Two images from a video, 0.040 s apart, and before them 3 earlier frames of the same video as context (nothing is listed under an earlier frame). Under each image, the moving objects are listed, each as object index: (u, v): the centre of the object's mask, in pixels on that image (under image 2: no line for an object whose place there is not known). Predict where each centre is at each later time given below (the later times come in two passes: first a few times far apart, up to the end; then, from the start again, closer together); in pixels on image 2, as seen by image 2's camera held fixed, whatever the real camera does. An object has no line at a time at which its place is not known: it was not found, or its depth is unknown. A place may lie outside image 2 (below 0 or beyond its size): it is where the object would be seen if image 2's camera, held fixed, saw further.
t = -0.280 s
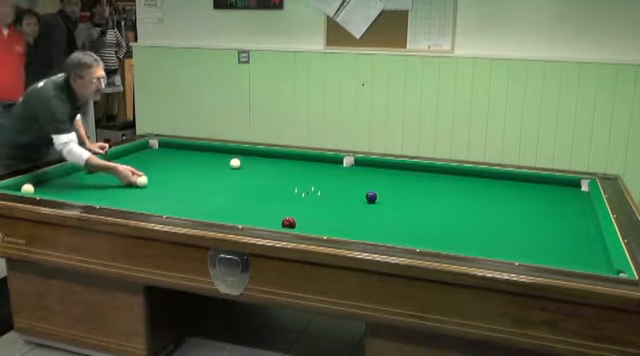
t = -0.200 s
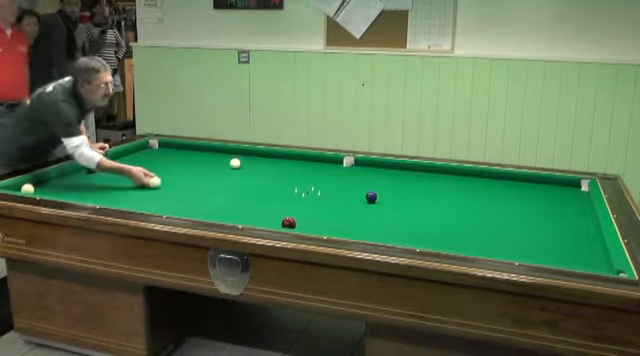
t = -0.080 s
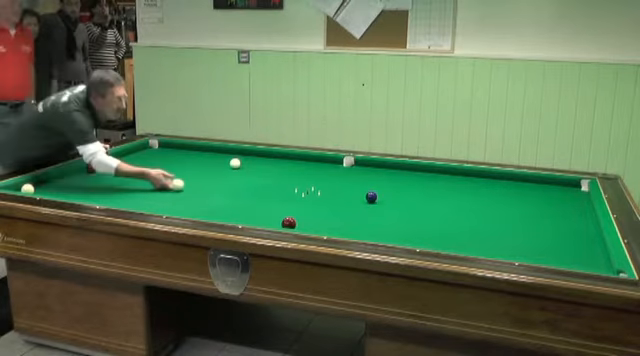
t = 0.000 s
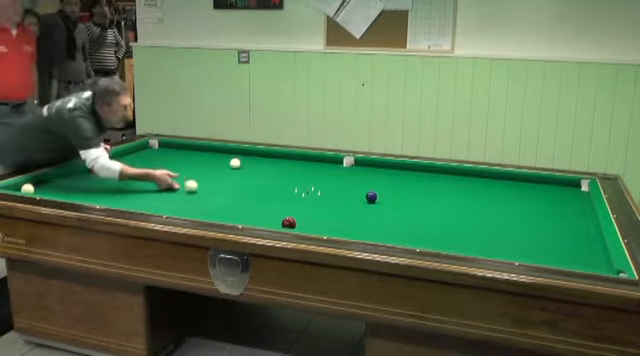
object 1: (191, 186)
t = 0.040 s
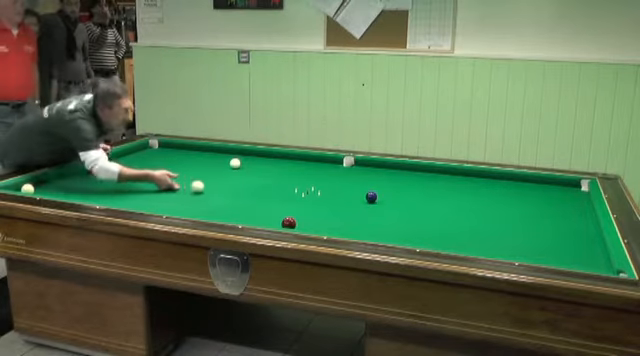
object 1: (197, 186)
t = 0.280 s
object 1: (234, 190)
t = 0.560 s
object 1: (280, 195)
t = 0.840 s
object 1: (326, 200)
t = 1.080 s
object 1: (367, 204)
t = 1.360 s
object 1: (416, 209)
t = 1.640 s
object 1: (465, 214)
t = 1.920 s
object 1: (514, 219)
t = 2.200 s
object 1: (562, 225)
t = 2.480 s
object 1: (582, 227)
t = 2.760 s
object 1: (554, 223)
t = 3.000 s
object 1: (531, 220)
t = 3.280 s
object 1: (505, 217)
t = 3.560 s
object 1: (481, 214)
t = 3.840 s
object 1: (457, 211)
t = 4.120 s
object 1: (435, 209)
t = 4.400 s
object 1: (413, 206)
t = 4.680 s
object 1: (392, 204)
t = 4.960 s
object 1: (372, 202)
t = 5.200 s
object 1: (356, 201)
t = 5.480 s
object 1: (338, 198)
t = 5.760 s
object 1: (321, 197)
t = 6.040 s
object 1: (305, 195)
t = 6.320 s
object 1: (291, 193)
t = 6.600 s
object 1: (276, 191)
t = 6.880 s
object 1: (263, 190)
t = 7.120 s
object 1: (253, 189)
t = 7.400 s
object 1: (242, 187)
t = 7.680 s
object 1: (231, 186)
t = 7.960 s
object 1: (221, 185)
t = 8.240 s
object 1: (212, 184)
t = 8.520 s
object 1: (203, 182)
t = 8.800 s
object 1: (196, 182)
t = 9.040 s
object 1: (190, 181)
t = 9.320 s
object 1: (183, 180)
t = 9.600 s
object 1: (177, 180)
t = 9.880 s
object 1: (171, 179)
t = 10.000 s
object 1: (169, 179)
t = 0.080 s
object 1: (203, 187)
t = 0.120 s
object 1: (209, 188)
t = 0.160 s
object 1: (216, 188)
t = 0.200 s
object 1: (221, 189)
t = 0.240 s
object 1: (228, 190)
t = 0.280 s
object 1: (234, 190)
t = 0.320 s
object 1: (240, 191)
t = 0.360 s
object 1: (247, 192)
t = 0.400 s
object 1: (253, 192)
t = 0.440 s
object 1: (260, 193)
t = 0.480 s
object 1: (266, 194)
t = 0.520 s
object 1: (273, 194)
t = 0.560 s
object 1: (280, 195)
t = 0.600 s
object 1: (286, 196)
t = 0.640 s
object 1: (293, 196)
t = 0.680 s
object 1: (299, 197)
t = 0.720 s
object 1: (306, 198)
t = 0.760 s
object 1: (313, 198)
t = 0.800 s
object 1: (319, 199)
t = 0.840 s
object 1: (326, 200)
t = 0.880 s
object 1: (333, 200)
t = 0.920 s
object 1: (340, 201)
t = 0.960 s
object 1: (347, 201)
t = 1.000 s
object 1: (353, 202)
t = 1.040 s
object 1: (360, 203)
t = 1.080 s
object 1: (367, 204)
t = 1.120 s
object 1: (374, 205)
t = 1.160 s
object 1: (381, 206)
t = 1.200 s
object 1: (388, 206)
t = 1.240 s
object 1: (395, 207)
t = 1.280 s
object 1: (402, 208)
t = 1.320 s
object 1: (409, 208)
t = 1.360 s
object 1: (416, 209)
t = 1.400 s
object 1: (423, 210)
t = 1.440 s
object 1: (430, 210)
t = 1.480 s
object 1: (437, 211)
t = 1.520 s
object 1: (444, 212)
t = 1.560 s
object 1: (451, 212)
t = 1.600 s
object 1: (457, 213)
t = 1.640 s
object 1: (465, 214)
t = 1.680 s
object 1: (472, 215)
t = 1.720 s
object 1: (478, 216)
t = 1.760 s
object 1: (486, 216)
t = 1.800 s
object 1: (493, 217)
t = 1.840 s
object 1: (500, 218)
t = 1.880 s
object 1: (506, 218)
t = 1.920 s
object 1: (514, 219)
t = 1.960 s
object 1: (521, 220)
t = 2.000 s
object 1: (527, 220)
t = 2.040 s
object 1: (534, 221)
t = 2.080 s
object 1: (541, 222)
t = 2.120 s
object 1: (548, 223)
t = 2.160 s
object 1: (555, 224)
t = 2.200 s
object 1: (562, 225)
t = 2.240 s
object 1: (569, 225)
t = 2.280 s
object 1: (576, 226)
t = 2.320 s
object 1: (583, 227)
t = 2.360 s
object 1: (589, 228)
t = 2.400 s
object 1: (592, 228)
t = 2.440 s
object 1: (587, 227)
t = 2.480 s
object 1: (582, 227)
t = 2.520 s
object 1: (578, 226)
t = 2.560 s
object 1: (574, 225)
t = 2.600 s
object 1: (570, 225)
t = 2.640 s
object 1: (566, 225)
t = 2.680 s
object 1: (562, 224)
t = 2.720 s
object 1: (558, 224)
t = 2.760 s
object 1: (554, 223)
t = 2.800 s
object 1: (550, 223)
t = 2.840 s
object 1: (546, 222)
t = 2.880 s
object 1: (542, 221)
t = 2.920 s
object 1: (538, 221)
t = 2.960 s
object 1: (535, 220)
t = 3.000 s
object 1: (531, 220)
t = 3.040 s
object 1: (527, 219)
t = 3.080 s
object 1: (524, 219)
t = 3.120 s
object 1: (520, 219)
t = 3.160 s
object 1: (517, 218)
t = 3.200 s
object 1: (513, 218)
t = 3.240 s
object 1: (509, 217)
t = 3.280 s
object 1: (505, 217)
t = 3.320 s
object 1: (502, 216)
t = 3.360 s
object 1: (498, 215)
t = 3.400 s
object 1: (495, 215)
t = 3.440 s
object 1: (491, 215)
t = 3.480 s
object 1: (488, 214)
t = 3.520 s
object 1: (484, 214)
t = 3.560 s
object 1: (481, 214)
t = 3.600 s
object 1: (477, 213)
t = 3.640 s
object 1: (474, 213)
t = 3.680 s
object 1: (471, 212)
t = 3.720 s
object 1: (467, 212)
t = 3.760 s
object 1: (464, 212)
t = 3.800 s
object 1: (461, 211)
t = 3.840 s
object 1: (457, 211)
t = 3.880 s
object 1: (454, 211)
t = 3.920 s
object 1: (451, 210)
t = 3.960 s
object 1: (447, 210)
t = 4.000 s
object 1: (444, 210)
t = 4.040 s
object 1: (441, 209)
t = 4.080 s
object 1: (438, 209)
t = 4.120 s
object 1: (435, 209)
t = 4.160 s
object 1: (432, 208)
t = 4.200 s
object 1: (428, 208)
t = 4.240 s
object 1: (426, 208)
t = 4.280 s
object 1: (423, 207)
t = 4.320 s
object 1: (419, 207)
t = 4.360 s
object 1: (416, 207)
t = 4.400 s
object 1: (413, 206)
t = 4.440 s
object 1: (410, 206)
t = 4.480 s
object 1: (407, 206)
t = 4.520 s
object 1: (404, 205)
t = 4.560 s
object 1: (401, 205)
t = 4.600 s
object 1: (398, 205)
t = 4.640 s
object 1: (395, 204)
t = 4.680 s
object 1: (392, 204)
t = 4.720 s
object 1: (389, 204)
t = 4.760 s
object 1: (386, 204)
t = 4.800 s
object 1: (384, 203)
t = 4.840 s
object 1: (381, 203)
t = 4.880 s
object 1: (378, 203)
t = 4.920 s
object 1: (375, 202)
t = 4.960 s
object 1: (372, 202)
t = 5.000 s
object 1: (370, 202)
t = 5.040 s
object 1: (367, 201)
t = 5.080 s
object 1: (364, 201)
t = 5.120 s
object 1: (361, 201)
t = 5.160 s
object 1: (359, 200)
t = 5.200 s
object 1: (356, 201)
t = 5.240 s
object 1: (354, 200)
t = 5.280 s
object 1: (351, 200)
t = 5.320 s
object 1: (348, 200)
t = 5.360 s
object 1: (346, 199)
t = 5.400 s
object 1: (343, 199)
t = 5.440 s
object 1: (341, 199)
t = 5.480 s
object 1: (338, 198)
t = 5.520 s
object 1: (336, 198)
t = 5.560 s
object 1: (333, 198)
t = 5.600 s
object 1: (331, 198)
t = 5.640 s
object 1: (329, 197)
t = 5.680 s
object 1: (326, 197)
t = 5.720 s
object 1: (323, 196)
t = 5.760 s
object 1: (321, 197)
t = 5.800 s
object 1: (319, 196)
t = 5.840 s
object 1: (317, 196)
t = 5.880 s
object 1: (314, 195)
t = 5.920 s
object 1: (313, 195)
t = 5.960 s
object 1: (310, 195)
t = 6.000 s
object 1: (307, 195)
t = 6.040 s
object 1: (305, 195)
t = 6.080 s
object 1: (303, 195)
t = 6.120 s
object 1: (301, 194)
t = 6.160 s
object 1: (299, 194)
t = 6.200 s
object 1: (296, 194)
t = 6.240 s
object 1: (295, 194)
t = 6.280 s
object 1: (292, 193)
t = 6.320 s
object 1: (291, 193)
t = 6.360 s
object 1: (289, 193)
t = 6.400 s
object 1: (286, 192)
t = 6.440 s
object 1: (284, 192)
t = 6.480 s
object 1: (282, 192)
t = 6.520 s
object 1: (280, 192)
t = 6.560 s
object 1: (279, 192)
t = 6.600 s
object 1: (276, 191)
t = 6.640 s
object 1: (274, 191)
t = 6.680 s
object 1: (273, 191)
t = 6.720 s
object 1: (271, 191)
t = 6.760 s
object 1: (269, 190)
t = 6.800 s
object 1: (267, 191)
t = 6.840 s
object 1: (265, 190)
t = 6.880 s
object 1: (263, 190)
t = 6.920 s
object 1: (262, 190)
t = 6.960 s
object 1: (260, 190)
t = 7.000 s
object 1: (258, 189)
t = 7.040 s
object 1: (257, 189)
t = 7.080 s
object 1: (255, 189)
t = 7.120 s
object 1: (253, 189)
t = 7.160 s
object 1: (251, 189)
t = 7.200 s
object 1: (250, 188)
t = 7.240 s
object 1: (248, 188)
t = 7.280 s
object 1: (246, 188)
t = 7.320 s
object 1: (245, 187)
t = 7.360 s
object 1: (243, 187)
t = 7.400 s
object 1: (242, 187)
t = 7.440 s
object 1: (240, 187)
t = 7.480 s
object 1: (239, 187)
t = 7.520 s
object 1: (237, 187)
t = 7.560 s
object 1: (236, 186)
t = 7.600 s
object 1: (234, 186)
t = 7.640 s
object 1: (233, 186)
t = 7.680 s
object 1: (231, 186)
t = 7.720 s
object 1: (230, 186)
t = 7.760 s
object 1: (228, 186)
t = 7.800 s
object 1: (227, 186)
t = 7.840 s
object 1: (225, 185)
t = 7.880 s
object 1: (224, 185)
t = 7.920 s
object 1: (223, 185)
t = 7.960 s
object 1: (221, 185)
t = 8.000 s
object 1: (220, 185)
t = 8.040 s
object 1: (219, 184)
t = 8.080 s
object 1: (217, 184)
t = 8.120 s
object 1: (216, 184)
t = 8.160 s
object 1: (215, 184)
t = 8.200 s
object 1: (213, 184)
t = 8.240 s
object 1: (212, 184)
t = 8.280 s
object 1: (211, 183)
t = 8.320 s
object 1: (210, 183)
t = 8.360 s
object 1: (209, 183)
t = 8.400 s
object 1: (207, 183)
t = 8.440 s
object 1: (206, 183)
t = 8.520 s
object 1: (203, 182)
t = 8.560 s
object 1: (203, 182)
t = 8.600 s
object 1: (201, 182)
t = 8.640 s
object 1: (200, 182)
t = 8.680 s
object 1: (199, 182)
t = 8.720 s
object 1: (198, 182)
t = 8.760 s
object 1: (197, 182)
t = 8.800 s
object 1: (196, 182)
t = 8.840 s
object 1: (195, 181)
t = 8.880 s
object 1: (194, 181)
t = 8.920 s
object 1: (193, 181)
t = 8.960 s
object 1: (192, 181)
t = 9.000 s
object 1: (191, 181)
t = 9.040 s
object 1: (190, 181)
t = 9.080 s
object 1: (189, 181)
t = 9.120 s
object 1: (188, 181)
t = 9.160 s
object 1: (187, 181)
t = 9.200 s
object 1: (186, 181)
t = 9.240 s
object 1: (185, 180)
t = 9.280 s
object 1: (184, 180)
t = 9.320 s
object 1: (183, 180)
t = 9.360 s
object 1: (182, 180)
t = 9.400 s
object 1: (181, 180)
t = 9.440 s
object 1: (180, 180)
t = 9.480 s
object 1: (179, 180)
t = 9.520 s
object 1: (178, 180)
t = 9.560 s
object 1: (177, 180)
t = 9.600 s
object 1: (177, 180)
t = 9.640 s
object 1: (176, 180)
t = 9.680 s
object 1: (175, 179)
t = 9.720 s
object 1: (174, 179)
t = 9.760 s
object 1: (174, 179)
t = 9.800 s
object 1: (173, 179)
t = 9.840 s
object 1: (172, 179)
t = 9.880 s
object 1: (171, 179)
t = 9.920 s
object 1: (171, 179)
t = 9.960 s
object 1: (170, 179)
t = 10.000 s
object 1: (169, 179)
